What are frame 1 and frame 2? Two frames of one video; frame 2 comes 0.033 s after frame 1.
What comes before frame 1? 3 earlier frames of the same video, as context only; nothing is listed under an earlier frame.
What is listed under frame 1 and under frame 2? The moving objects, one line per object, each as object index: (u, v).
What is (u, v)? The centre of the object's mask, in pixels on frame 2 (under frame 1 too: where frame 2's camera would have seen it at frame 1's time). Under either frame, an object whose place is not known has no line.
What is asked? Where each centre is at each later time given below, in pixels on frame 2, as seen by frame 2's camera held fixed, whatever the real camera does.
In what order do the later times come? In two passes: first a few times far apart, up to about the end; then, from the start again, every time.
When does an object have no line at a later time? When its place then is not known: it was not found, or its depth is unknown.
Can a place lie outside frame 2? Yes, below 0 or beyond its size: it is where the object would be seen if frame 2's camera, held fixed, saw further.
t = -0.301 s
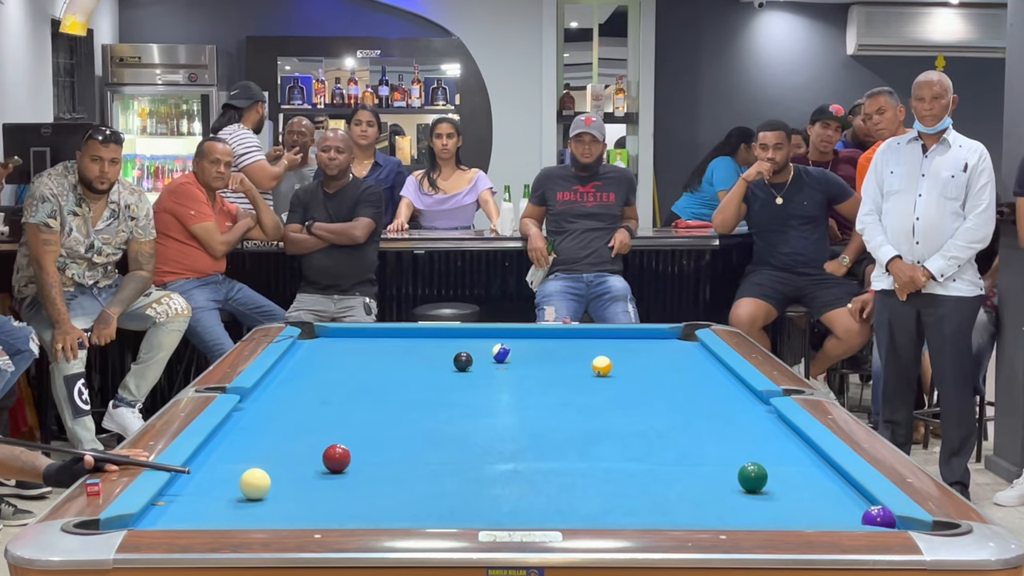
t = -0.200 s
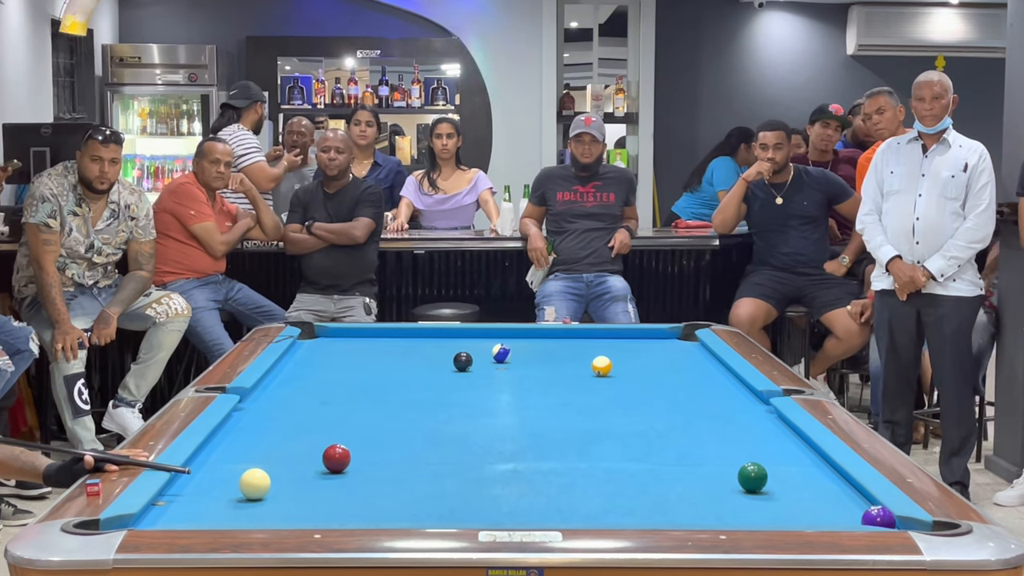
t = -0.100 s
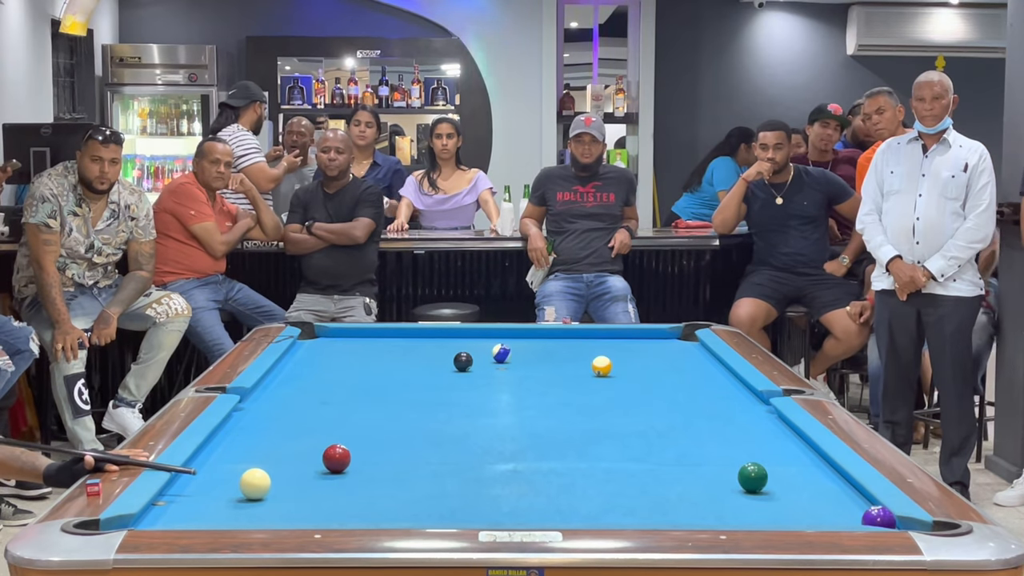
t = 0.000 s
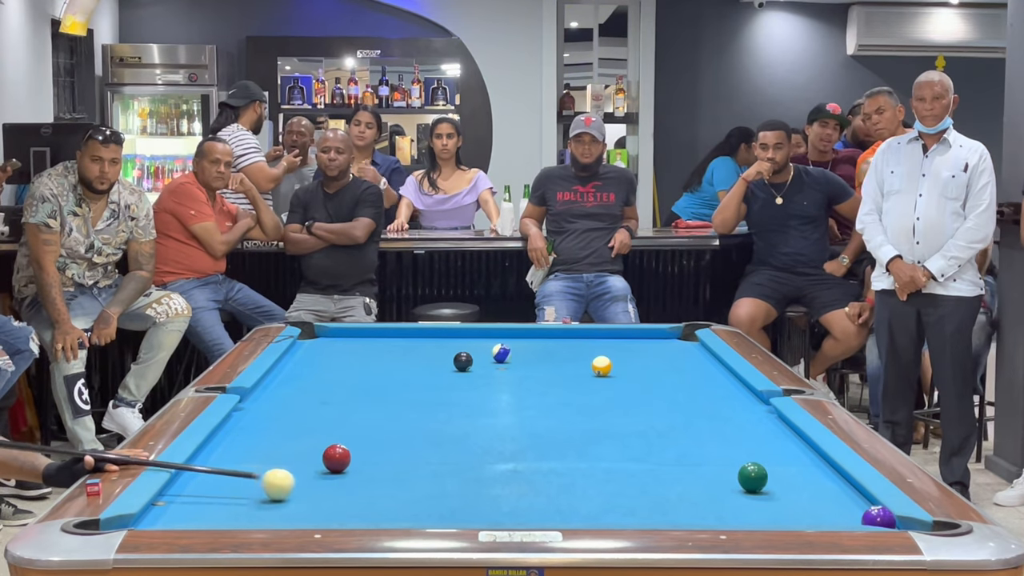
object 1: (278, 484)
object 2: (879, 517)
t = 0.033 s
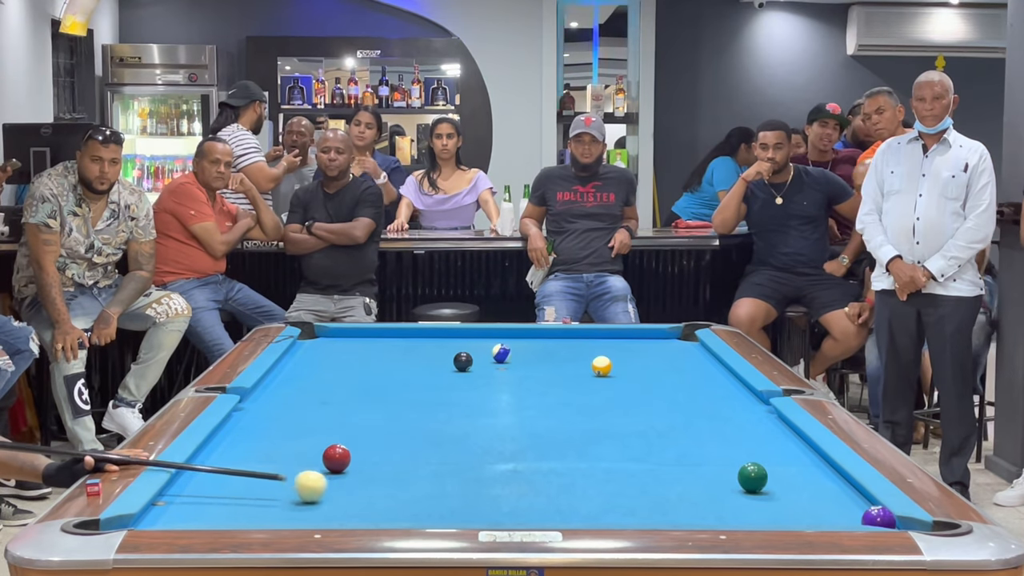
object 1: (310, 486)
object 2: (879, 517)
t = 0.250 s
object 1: (517, 497)
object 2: (879, 517)
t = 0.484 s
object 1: (747, 508)
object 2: (879, 517)
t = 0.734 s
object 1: (820, 504)
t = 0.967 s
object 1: (719, 491)
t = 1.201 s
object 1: (628, 478)
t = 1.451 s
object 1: (540, 466)
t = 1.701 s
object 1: (460, 456)
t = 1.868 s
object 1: (410, 449)
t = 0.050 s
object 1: (327, 487)
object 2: (879, 517)
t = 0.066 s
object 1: (342, 488)
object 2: (879, 517)
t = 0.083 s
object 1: (358, 489)
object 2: (879, 517)
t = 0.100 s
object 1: (374, 489)
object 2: (879, 517)
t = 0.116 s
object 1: (390, 490)
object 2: (879, 517)
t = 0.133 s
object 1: (405, 491)
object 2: (879, 517)
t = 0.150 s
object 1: (421, 492)
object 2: (879, 517)
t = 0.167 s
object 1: (437, 492)
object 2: (879, 517)
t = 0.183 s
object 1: (453, 494)
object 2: (879, 517)
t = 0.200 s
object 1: (469, 494)
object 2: (879, 517)
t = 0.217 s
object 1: (485, 495)
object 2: (879, 517)
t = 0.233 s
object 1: (501, 496)
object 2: (879, 517)
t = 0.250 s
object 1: (517, 497)
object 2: (879, 517)
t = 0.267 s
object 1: (533, 498)
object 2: (879, 517)
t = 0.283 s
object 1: (549, 498)
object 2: (879, 517)
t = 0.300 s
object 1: (565, 499)
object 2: (879, 517)
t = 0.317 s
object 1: (581, 500)
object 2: (879, 517)
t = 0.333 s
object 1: (597, 501)
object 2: (879, 517)
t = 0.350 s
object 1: (614, 502)
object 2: (879, 517)
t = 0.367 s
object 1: (630, 503)
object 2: (879, 517)
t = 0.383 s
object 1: (647, 504)
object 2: (879, 517)
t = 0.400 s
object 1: (664, 505)
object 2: (879, 518)
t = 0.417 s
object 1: (680, 505)
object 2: (879, 517)
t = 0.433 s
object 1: (697, 506)
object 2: (879, 517)
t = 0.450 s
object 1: (713, 507)
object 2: (879, 517)
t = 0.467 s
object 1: (730, 507)
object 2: (879, 517)
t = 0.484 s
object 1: (747, 508)
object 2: (879, 517)
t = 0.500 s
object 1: (764, 509)
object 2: (879, 517)
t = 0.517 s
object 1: (781, 509)
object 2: (879, 517)
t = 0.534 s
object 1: (798, 510)
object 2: (879, 517)
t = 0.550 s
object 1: (815, 511)
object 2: (879, 517)
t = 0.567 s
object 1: (832, 511)
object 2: (879, 517)
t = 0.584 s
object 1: (848, 512)
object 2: (879, 517)
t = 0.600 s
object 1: (858, 511)
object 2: (887, 519)
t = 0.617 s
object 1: (866, 511)
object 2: (896, 521)
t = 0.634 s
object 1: (871, 510)
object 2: (904, 522)
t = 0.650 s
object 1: (862, 509)
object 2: (914, 525)
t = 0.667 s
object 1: (853, 508)
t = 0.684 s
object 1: (844, 507)
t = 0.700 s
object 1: (835, 506)
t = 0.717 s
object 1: (827, 506)
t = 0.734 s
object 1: (820, 504)
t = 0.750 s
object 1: (813, 503)
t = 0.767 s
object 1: (805, 502)
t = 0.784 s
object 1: (797, 501)
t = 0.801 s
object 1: (790, 500)
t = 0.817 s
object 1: (783, 499)
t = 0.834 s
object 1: (775, 498)
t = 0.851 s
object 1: (768, 497)
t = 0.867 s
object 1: (761, 497)
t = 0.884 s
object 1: (754, 495)
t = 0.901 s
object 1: (747, 494)
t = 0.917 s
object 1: (740, 493)
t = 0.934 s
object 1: (733, 493)
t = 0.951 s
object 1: (726, 491)
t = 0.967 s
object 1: (719, 491)
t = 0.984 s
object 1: (712, 490)
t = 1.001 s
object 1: (705, 489)
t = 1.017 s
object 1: (698, 488)
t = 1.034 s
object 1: (692, 487)
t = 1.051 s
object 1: (685, 486)
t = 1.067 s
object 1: (679, 485)
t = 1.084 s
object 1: (672, 484)
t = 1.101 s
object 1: (666, 483)
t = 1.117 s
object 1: (659, 483)
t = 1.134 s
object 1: (653, 482)
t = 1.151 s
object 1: (646, 481)
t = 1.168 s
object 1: (640, 480)
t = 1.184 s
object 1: (634, 479)
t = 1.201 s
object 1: (628, 478)
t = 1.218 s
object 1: (622, 477)
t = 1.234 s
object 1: (616, 476)
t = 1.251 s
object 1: (610, 475)
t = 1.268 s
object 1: (604, 475)
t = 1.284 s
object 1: (597, 474)
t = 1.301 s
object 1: (592, 473)
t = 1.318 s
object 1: (586, 472)
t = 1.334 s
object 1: (580, 471)
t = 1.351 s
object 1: (574, 470)
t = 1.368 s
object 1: (568, 470)
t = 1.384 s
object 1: (562, 469)
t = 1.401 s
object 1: (557, 468)
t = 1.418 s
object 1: (551, 468)
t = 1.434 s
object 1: (545, 467)
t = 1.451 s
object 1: (540, 466)
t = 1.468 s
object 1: (534, 465)
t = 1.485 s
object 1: (528, 465)
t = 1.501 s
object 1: (523, 464)
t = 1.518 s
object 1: (517, 463)
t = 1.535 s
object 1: (512, 462)
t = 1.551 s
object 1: (507, 462)
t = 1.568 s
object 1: (501, 461)
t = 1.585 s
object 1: (496, 460)
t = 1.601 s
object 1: (491, 460)
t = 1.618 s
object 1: (485, 459)
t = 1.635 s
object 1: (480, 458)
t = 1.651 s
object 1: (475, 457)
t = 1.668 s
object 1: (470, 457)
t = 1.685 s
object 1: (465, 456)
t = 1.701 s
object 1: (460, 456)
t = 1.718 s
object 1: (455, 455)
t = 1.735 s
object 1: (450, 454)
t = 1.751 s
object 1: (445, 453)
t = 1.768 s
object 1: (440, 453)
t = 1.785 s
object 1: (434, 452)
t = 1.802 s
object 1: (430, 451)
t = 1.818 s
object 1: (425, 451)
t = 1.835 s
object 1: (420, 450)
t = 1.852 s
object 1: (415, 450)
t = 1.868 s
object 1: (410, 449)
